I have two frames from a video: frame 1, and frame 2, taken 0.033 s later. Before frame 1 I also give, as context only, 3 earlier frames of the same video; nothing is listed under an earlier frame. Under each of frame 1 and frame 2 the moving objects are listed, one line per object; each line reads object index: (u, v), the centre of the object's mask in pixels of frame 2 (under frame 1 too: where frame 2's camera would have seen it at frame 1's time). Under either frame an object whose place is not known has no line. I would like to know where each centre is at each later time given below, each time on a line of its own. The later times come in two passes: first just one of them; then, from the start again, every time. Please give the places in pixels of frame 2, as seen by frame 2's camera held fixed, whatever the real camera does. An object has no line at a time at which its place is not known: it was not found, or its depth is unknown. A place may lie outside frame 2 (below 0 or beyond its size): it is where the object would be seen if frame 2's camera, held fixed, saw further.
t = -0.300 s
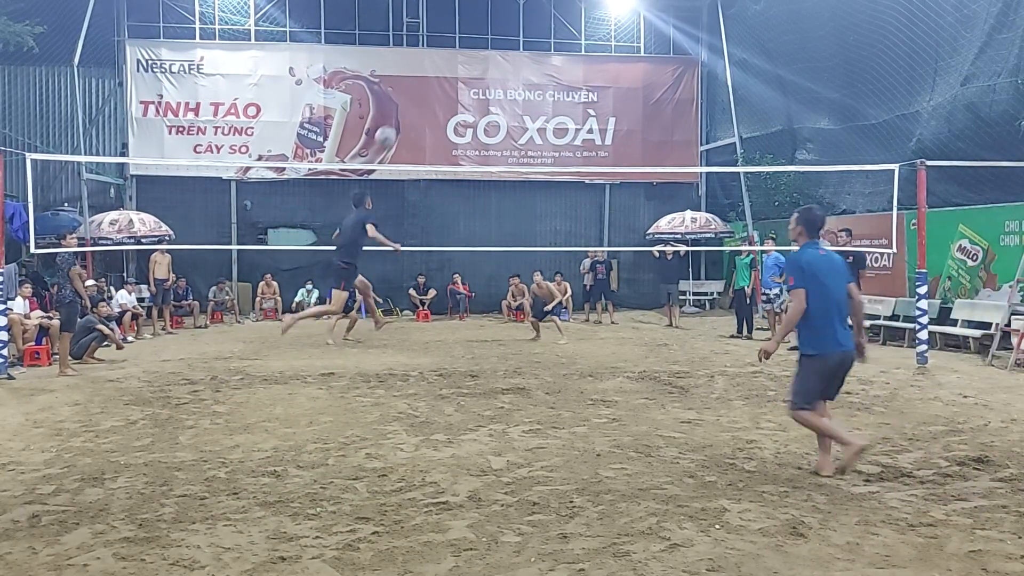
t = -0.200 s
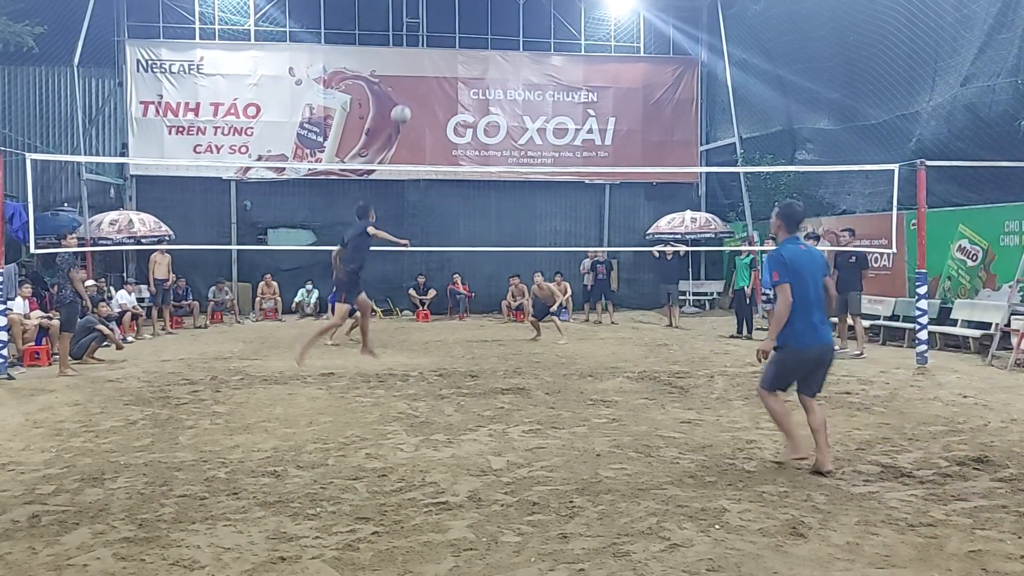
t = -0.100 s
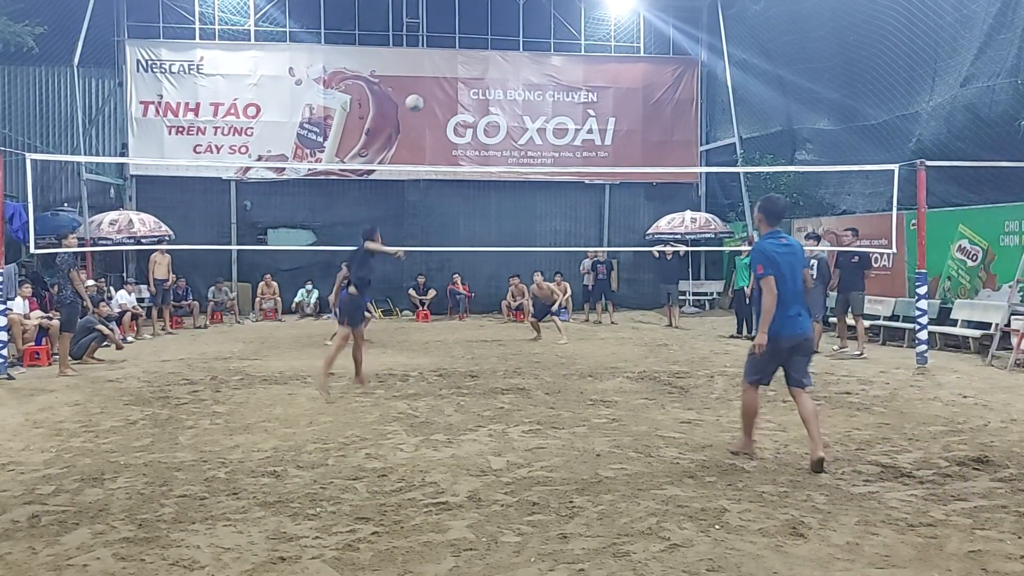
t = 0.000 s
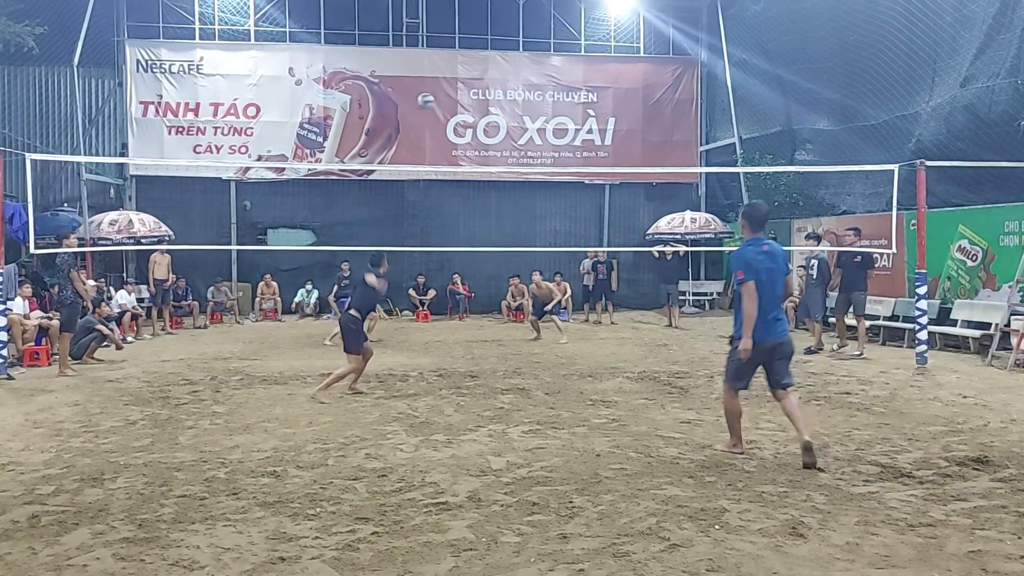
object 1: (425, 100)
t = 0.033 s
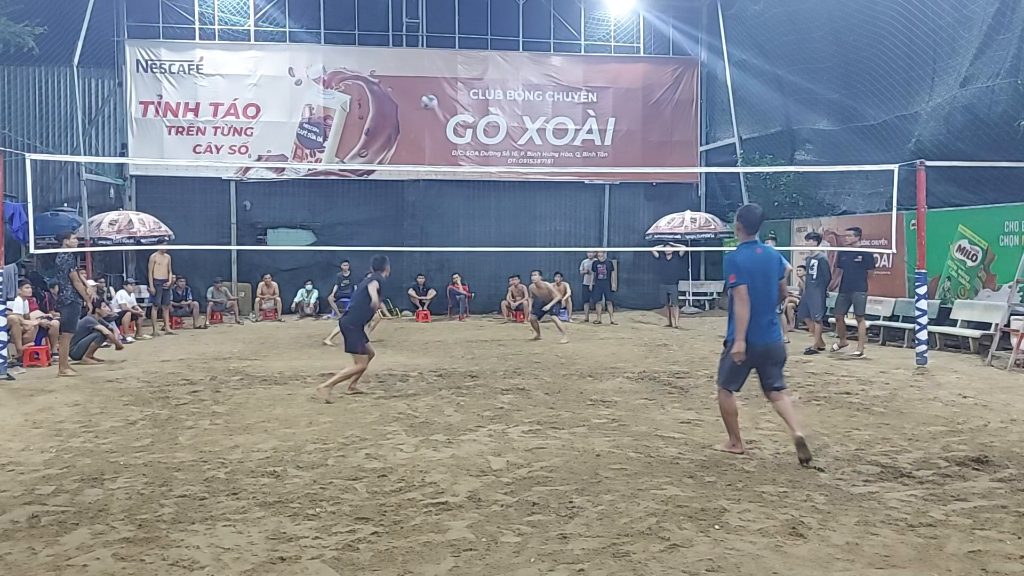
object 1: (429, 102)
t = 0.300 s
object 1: (453, 133)
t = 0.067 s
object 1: (432, 104)
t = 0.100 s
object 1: (435, 106)
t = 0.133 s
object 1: (438, 109)
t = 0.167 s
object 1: (441, 113)
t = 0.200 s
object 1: (444, 117)
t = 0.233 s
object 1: (447, 121)
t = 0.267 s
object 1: (449, 128)
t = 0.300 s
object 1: (453, 133)
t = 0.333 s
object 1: (455, 139)
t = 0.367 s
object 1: (458, 148)
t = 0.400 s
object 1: (458, 151)
